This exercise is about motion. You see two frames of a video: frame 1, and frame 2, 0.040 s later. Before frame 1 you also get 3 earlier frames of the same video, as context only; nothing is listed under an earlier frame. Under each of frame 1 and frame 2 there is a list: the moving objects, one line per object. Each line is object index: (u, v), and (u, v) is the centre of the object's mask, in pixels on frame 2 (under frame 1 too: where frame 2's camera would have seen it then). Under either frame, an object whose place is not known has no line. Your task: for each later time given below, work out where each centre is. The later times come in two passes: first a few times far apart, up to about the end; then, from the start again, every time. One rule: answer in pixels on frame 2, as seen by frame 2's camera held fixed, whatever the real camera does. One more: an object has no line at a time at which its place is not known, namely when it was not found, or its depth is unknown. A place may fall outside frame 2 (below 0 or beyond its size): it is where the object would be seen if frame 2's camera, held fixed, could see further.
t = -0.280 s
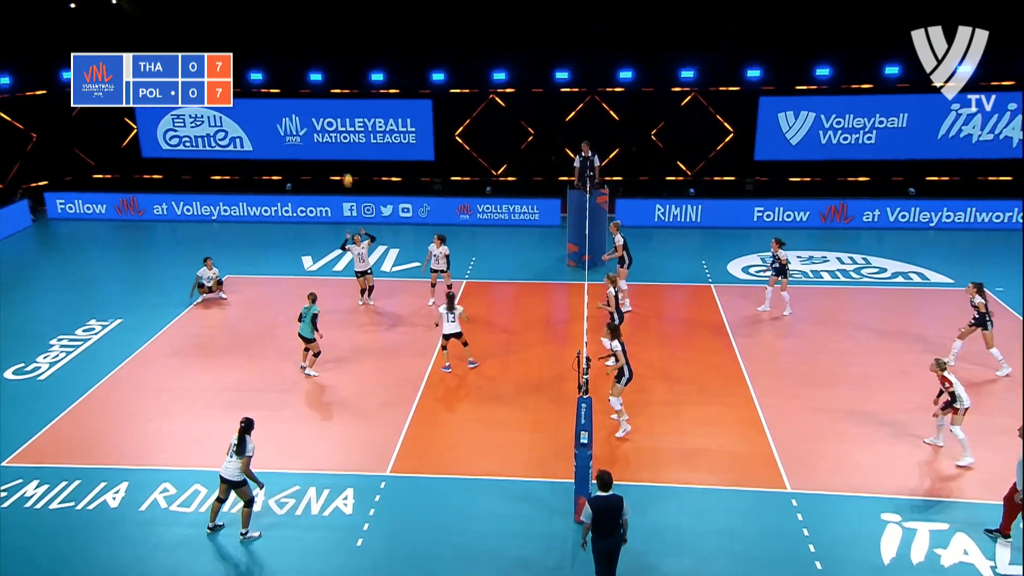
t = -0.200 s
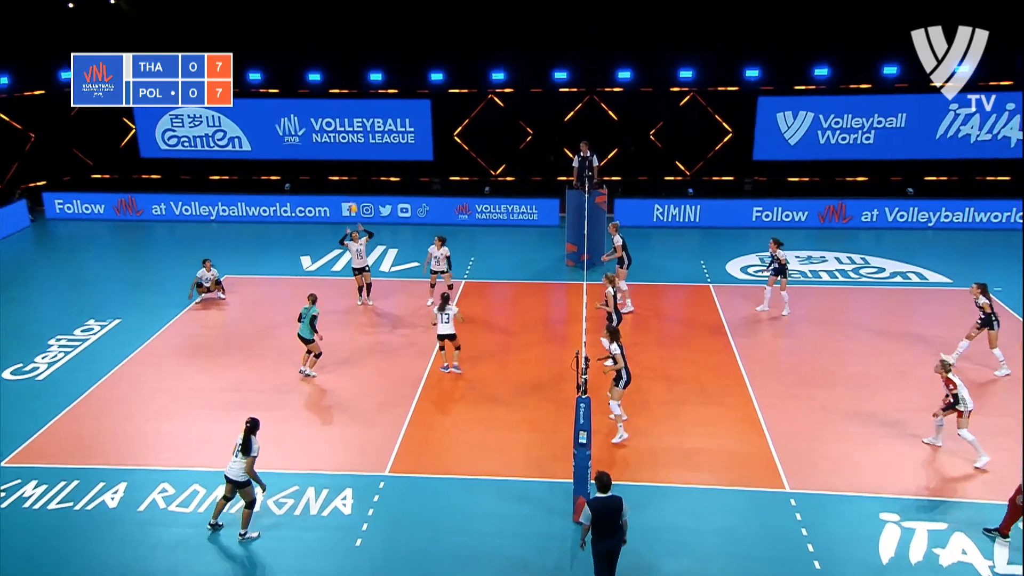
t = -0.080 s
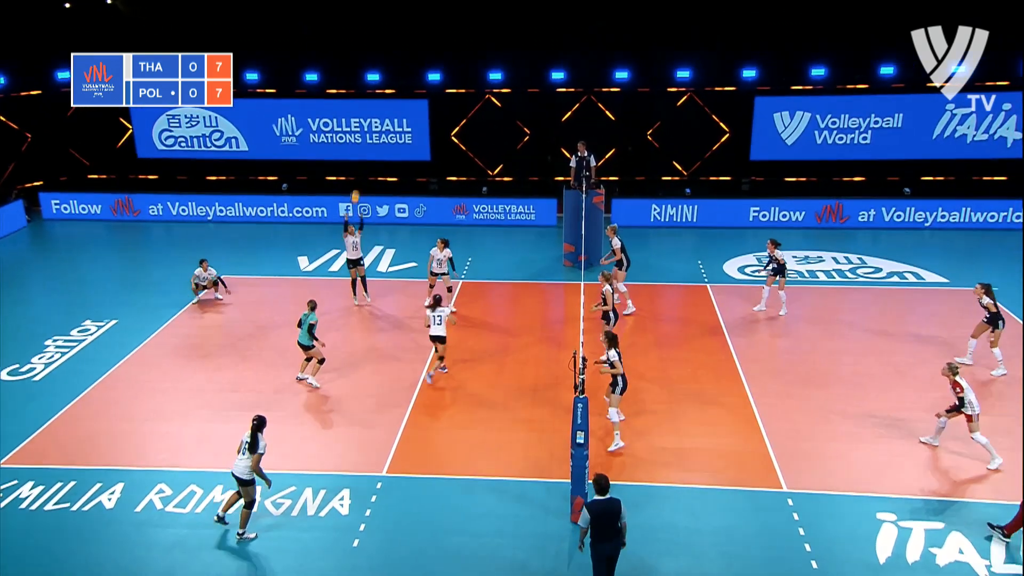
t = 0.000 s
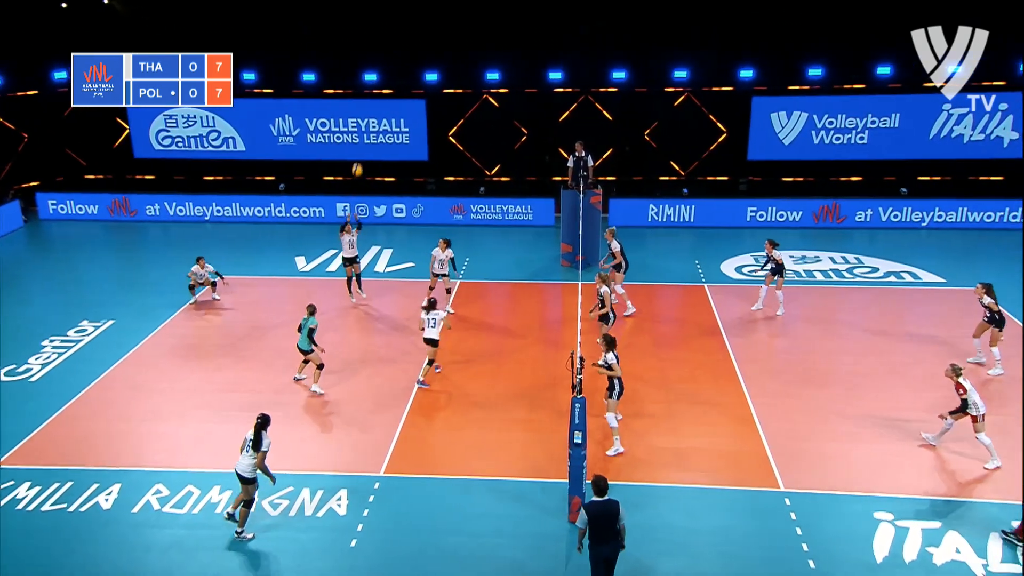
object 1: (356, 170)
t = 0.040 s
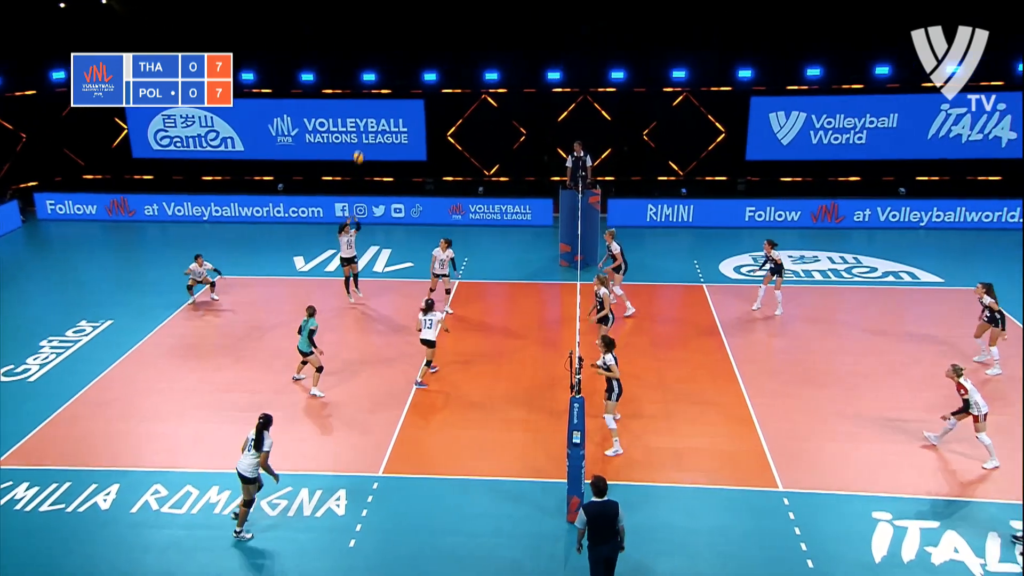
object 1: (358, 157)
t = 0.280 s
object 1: (375, 91)
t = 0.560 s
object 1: (402, 47)
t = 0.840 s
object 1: (436, 48)
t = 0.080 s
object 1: (361, 145)
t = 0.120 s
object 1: (364, 133)
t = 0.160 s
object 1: (366, 121)
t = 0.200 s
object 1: (369, 111)
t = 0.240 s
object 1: (372, 100)
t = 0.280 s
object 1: (375, 91)
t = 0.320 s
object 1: (379, 83)
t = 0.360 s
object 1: (383, 75)
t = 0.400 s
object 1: (386, 68)
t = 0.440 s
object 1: (390, 61)
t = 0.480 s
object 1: (394, 56)
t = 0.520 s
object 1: (398, 51)
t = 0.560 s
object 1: (402, 47)
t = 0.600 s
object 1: (407, 44)
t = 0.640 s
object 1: (411, 42)
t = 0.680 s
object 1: (416, 42)
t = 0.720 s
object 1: (421, 42)
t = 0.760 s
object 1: (426, 43)
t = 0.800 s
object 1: (431, 45)
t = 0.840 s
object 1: (436, 48)
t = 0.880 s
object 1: (441, 52)
